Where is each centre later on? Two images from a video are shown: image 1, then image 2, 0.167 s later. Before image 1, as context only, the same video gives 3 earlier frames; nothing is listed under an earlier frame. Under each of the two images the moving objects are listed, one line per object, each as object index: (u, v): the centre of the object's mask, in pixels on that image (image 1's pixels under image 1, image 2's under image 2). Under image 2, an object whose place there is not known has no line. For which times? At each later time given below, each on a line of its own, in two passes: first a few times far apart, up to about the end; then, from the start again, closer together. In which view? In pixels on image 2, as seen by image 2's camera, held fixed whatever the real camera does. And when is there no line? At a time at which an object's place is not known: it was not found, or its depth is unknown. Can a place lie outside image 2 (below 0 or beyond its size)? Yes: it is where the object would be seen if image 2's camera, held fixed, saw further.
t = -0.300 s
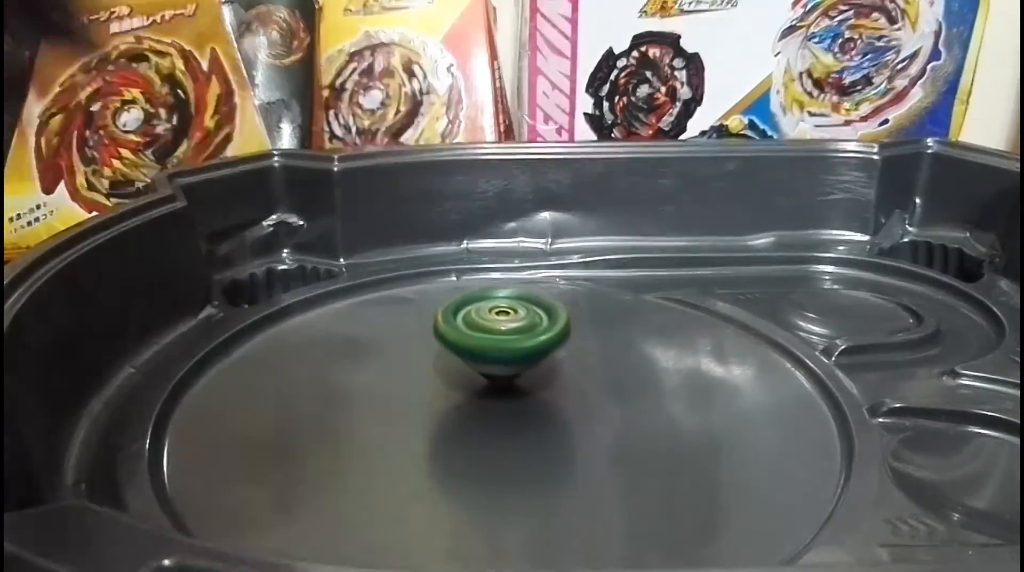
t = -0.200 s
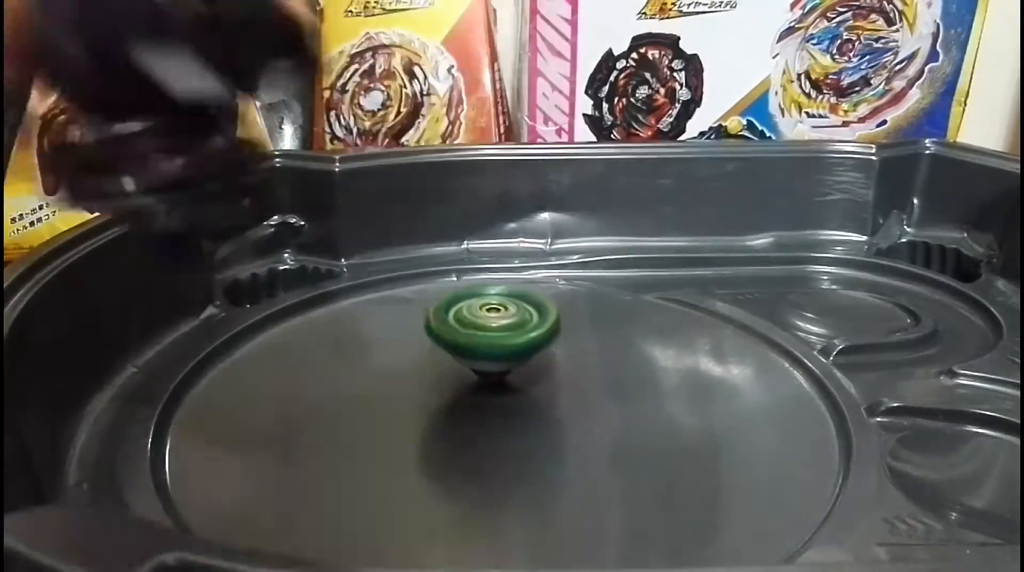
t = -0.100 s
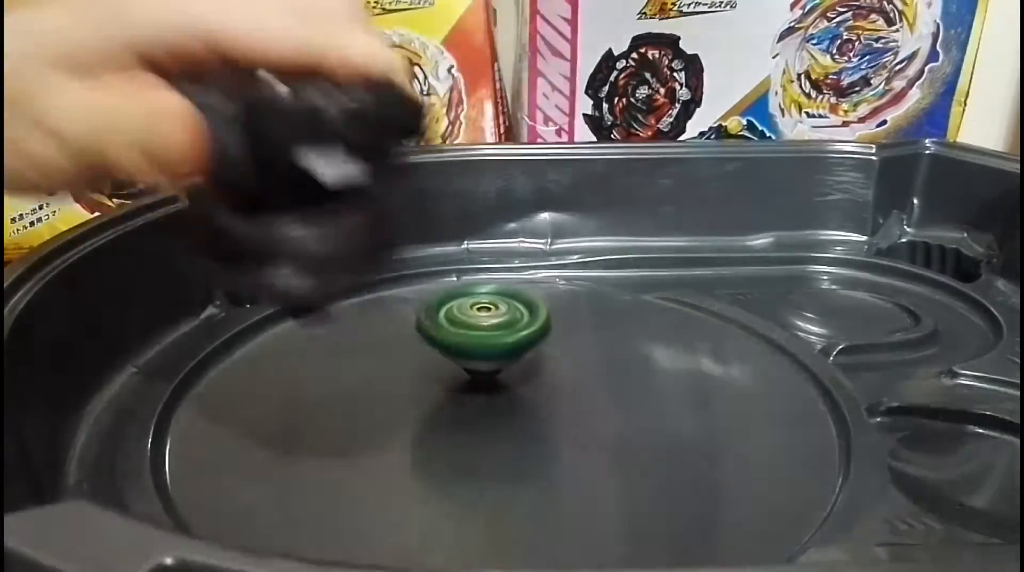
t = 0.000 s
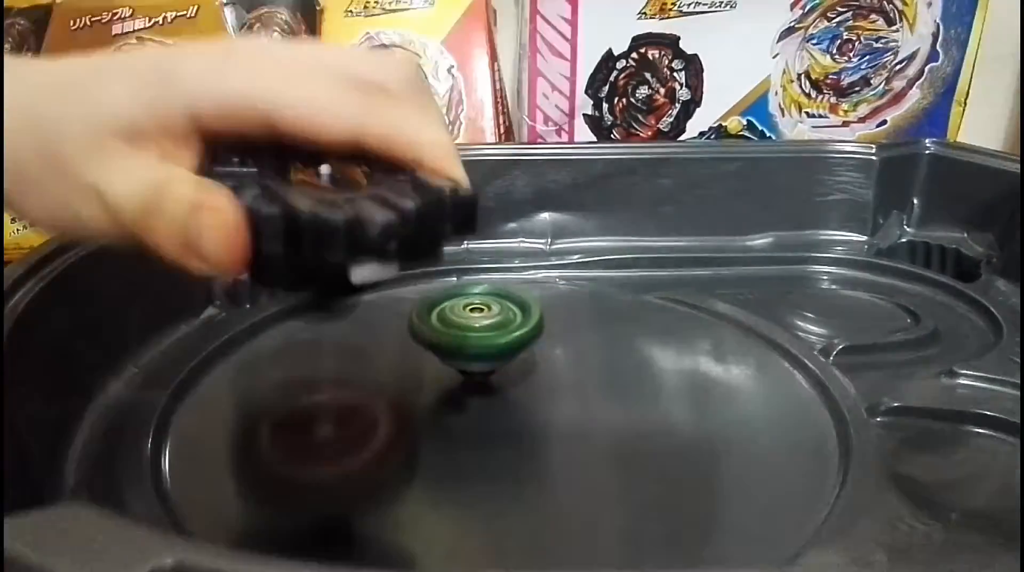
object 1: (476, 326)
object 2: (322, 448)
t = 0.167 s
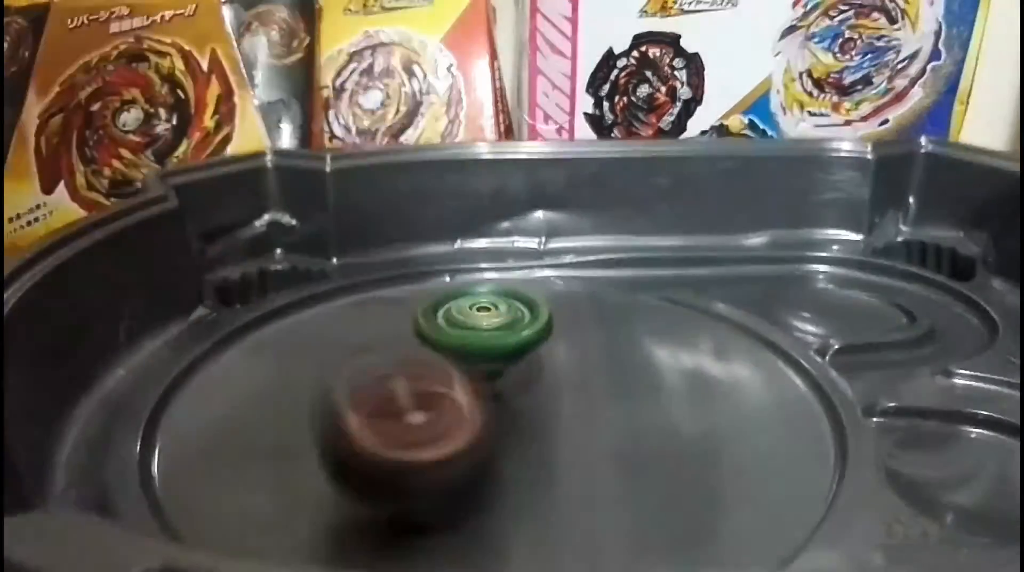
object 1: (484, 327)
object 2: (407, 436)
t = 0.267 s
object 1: (502, 335)
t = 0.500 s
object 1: (521, 340)
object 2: (764, 312)
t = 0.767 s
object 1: (528, 346)
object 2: (603, 273)
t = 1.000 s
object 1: (522, 362)
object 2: (392, 323)
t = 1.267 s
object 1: (531, 377)
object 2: (508, 502)
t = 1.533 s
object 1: (539, 378)
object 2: (794, 358)
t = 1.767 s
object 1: (528, 370)
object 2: (550, 259)
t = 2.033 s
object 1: (497, 360)
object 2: (195, 384)
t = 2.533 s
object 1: (460, 360)
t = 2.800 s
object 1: (474, 367)
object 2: (630, 304)
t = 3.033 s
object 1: (513, 370)
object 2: (306, 284)
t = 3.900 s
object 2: (604, 259)
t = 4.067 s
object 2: (388, 278)
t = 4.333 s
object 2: (231, 448)
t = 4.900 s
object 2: (757, 323)
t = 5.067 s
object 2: (592, 264)
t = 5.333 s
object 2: (252, 342)
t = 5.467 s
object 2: (202, 457)
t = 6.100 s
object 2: (693, 291)
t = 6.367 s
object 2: (365, 286)
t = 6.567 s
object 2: (193, 429)
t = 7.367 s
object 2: (614, 279)
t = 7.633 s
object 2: (330, 316)
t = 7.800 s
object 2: (245, 418)
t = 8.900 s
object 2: (452, 278)
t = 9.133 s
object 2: (297, 323)
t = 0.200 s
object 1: (487, 334)
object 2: (450, 447)
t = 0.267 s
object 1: (502, 335)
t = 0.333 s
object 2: (662, 422)
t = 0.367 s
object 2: (705, 404)
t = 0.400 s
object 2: (736, 380)
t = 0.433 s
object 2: (753, 359)
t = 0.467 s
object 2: (766, 334)
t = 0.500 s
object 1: (521, 340)
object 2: (764, 312)
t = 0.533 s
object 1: (522, 340)
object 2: (742, 288)
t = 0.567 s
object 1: (523, 342)
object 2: (715, 273)
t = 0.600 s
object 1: (525, 342)
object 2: (686, 262)
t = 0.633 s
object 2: (662, 253)
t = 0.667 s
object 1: (528, 345)
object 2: (646, 258)
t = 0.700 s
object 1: (528, 344)
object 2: (635, 264)
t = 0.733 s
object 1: (528, 345)
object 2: (620, 270)
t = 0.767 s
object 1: (528, 346)
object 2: (603, 273)
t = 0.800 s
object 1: (528, 347)
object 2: (584, 274)
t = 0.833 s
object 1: (529, 350)
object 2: (559, 273)
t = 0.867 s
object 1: (525, 350)
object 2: (528, 272)
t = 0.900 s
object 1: (523, 352)
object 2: (493, 278)
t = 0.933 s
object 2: (455, 290)
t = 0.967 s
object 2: (422, 304)
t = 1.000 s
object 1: (522, 362)
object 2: (392, 323)
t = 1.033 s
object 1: (522, 365)
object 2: (368, 341)
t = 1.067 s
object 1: (522, 368)
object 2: (347, 364)
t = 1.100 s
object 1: (523, 370)
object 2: (336, 389)
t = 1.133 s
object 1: (524, 373)
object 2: (338, 416)
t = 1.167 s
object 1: (526, 376)
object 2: (355, 447)
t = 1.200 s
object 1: (527, 377)
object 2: (391, 475)
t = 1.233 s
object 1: (529, 378)
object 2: (444, 492)
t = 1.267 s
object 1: (531, 377)
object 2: (508, 502)
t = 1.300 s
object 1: (533, 378)
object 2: (579, 505)
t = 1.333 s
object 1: (535, 380)
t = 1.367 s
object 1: (536, 380)
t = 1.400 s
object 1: (536, 380)
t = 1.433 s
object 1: (536, 379)
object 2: (823, 438)
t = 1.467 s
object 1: (537, 378)
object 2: (819, 413)
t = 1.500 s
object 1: (538, 378)
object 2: (807, 383)
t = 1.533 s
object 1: (539, 378)
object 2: (794, 358)
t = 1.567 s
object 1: (539, 377)
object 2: (778, 333)
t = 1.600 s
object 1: (539, 376)
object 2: (753, 316)
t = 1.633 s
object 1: (537, 375)
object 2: (724, 298)
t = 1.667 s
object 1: (535, 375)
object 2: (681, 285)
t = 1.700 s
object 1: (533, 372)
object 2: (640, 275)
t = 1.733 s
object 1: (531, 371)
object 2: (595, 264)
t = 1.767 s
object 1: (528, 370)
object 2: (550, 259)
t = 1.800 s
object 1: (524, 368)
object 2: (501, 258)
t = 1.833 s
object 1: (520, 367)
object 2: (452, 268)
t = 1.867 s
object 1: (517, 366)
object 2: (407, 271)
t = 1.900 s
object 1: (513, 365)
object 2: (359, 287)
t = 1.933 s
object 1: (509, 364)
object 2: (310, 300)
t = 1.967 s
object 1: (505, 362)
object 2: (266, 321)
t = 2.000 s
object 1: (501, 361)
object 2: (228, 353)
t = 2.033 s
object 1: (497, 360)
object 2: (195, 384)
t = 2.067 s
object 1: (492, 359)
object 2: (175, 418)
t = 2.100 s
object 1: (490, 358)
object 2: (189, 460)
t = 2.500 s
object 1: (459, 359)
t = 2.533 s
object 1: (460, 360)
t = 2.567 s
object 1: (462, 360)
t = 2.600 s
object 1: (465, 360)
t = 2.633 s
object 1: (467, 361)
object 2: (795, 365)
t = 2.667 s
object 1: (469, 362)
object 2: (763, 352)
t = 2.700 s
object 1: (470, 363)
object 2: (731, 336)
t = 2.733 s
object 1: (470, 365)
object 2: (702, 326)
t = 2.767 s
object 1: (472, 366)
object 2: (664, 317)
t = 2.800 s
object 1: (474, 367)
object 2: (630, 304)
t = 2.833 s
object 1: (478, 369)
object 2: (591, 295)
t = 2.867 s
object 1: (483, 369)
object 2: (548, 285)
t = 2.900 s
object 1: (488, 369)
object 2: (502, 280)
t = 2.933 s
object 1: (494, 369)
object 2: (452, 278)
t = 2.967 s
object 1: (500, 370)
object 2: (405, 273)
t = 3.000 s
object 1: (507, 371)
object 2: (357, 276)
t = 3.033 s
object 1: (513, 370)
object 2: (306, 284)
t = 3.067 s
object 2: (264, 298)
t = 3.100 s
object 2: (232, 331)
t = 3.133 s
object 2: (205, 355)
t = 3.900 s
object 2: (604, 259)
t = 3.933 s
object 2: (561, 252)
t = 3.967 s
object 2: (515, 256)
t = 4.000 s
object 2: (467, 262)
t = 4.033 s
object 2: (425, 270)
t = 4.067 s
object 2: (388, 278)
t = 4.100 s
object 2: (345, 286)
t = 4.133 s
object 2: (307, 303)
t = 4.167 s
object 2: (277, 321)
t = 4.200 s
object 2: (254, 350)
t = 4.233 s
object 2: (235, 372)
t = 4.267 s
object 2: (223, 397)
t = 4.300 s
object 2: (221, 420)
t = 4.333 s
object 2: (231, 448)
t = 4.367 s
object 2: (252, 469)
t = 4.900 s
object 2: (757, 323)
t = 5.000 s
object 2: (669, 282)
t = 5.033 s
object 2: (631, 273)
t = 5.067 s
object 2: (592, 264)
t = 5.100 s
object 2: (550, 255)
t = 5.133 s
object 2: (504, 256)
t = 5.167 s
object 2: (457, 264)
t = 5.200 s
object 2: (413, 272)
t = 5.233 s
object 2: (370, 277)
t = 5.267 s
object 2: (326, 297)
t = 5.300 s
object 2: (284, 316)
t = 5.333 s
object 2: (252, 342)
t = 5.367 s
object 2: (223, 368)
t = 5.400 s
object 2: (202, 396)
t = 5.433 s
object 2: (195, 425)
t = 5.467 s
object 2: (202, 457)
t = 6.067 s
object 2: (726, 303)
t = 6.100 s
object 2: (693, 291)
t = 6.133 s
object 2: (661, 282)
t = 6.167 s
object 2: (624, 273)
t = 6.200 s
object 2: (585, 261)
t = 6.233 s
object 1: (528, 364)
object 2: (542, 259)
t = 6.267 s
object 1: (527, 364)
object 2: (497, 257)
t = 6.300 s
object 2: (450, 267)
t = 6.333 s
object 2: (408, 275)
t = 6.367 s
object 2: (365, 286)
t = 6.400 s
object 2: (320, 301)
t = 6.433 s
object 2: (279, 320)
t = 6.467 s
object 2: (246, 346)
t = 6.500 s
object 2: (220, 371)
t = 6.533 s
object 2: (201, 398)
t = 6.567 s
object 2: (193, 429)
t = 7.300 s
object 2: (666, 298)
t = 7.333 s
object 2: (643, 288)
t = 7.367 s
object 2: (614, 279)
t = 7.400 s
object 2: (586, 268)
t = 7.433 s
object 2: (551, 268)
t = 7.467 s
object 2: (515, 265)
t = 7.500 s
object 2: (475, 269)
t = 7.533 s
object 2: (436, 276)
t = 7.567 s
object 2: (401, 287)
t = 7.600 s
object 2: (365, 300)
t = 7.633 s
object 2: (330, 316)
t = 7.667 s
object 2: (302, 334)
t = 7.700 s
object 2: (278, 353)
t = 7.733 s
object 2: (259, 374)
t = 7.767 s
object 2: (249, 397)
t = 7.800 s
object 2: (245, 418)
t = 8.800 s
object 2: (542, 279)
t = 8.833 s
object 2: (512, 275)
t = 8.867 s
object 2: (483, 276)
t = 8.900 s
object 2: (452, 278)
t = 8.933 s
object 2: (426, 282)
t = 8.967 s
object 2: (402, 287)
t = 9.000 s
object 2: (378, 288)
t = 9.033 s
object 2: (354, 294)
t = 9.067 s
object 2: (332, 304)
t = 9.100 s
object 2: (313, 313)
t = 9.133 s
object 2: (297, 323)
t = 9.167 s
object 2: (285, 341)
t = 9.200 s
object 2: (274, 351)
